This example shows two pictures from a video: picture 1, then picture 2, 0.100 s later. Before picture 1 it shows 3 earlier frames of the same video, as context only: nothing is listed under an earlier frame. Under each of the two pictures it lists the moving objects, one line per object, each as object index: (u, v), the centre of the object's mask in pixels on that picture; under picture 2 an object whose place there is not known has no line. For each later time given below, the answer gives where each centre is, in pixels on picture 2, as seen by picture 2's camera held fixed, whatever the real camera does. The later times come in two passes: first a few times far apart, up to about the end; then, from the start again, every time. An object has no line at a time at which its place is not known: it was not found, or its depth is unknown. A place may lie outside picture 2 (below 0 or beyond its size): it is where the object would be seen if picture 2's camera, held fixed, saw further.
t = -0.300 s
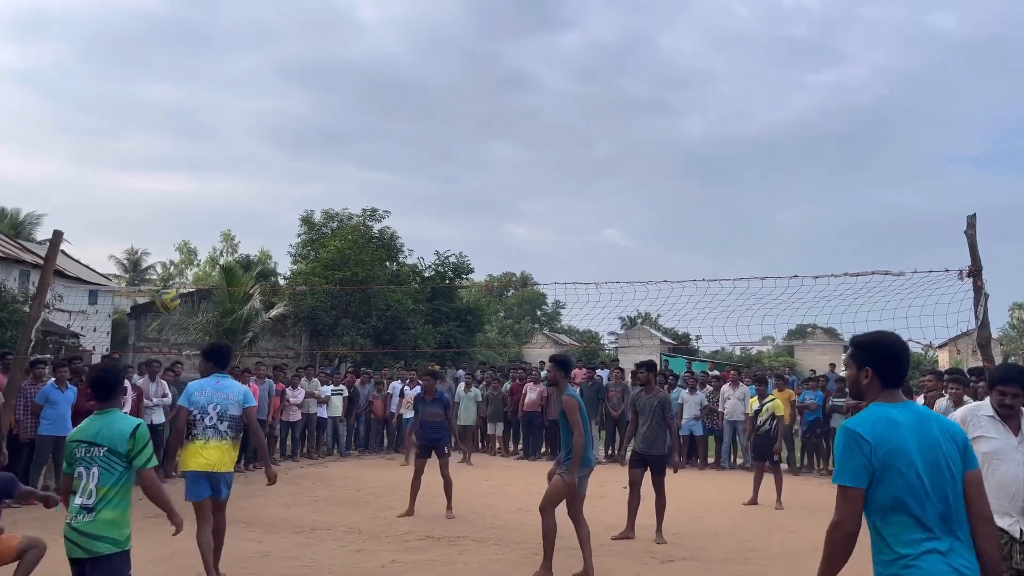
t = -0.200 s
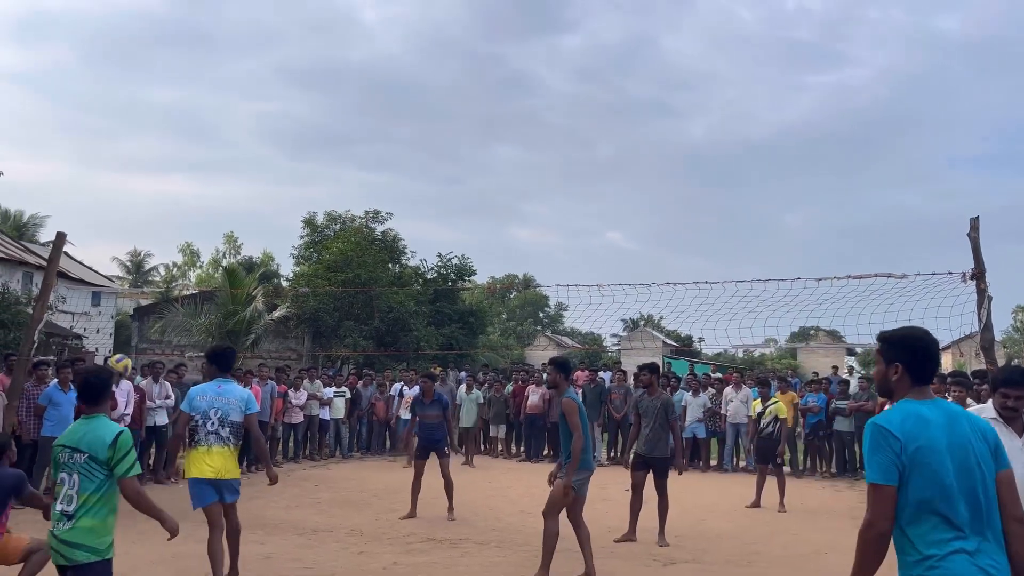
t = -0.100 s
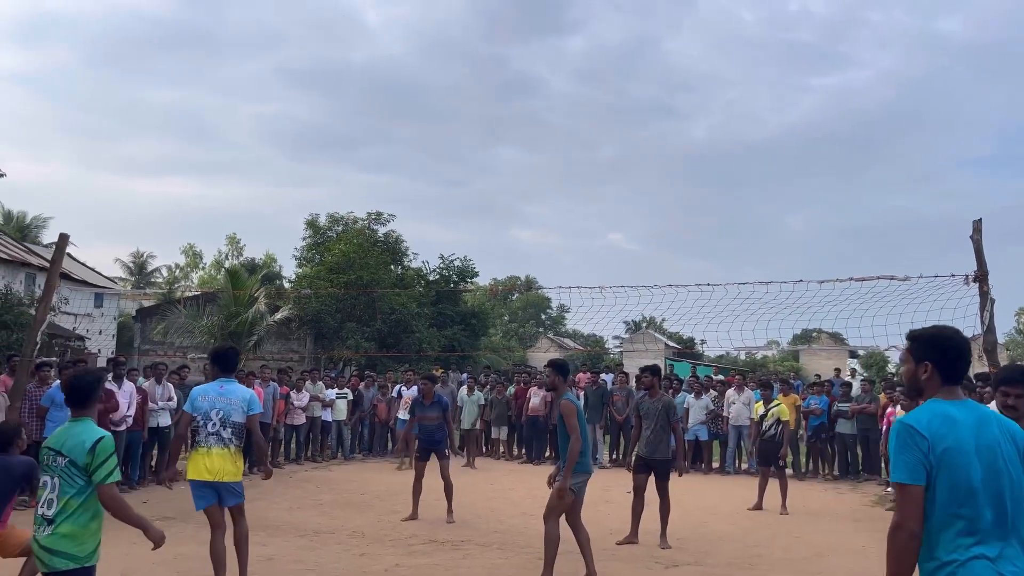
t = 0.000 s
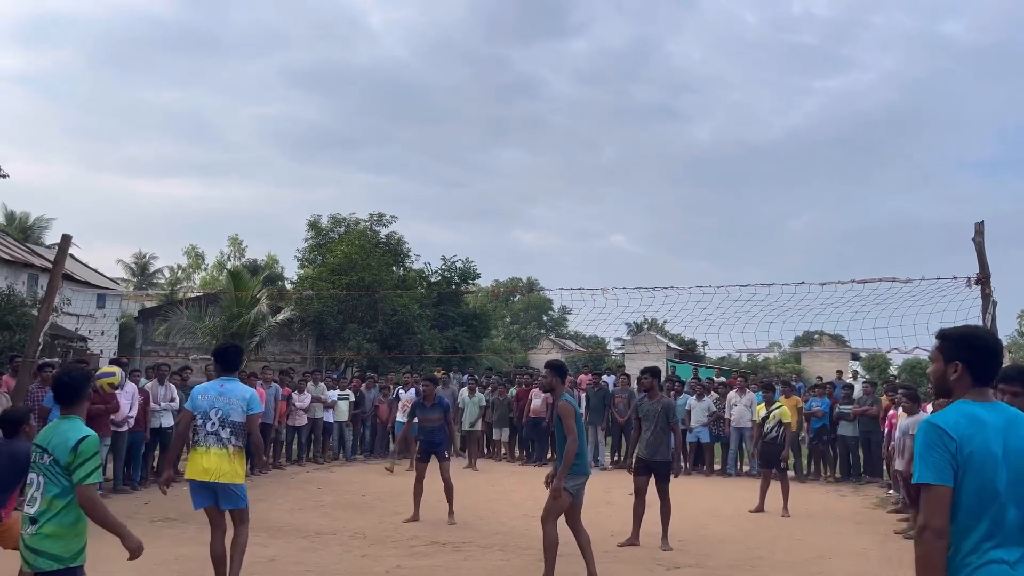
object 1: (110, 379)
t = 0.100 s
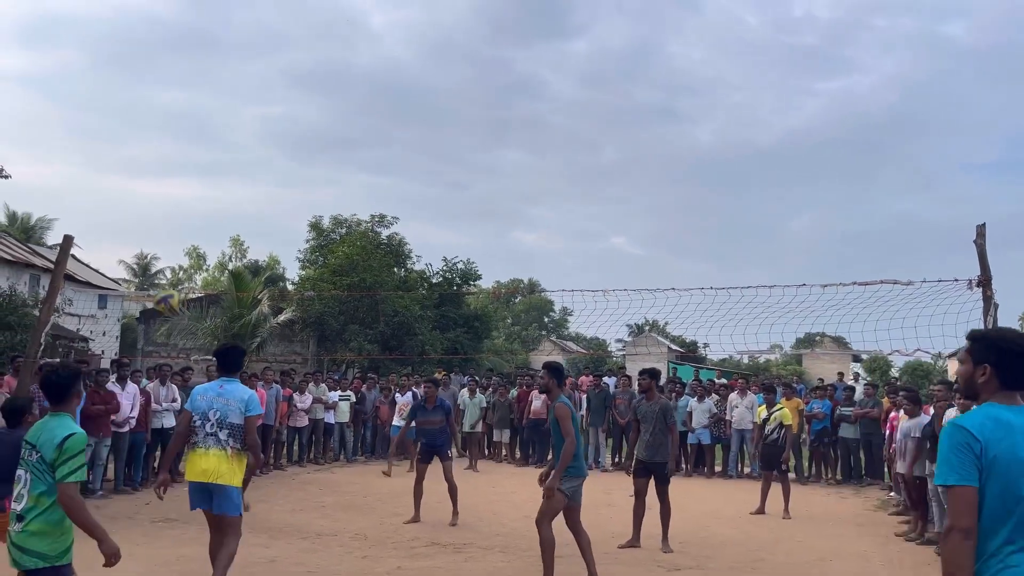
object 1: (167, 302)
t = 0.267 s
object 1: (251, 210)
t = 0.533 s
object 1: (363, 142)
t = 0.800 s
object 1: (458, 153)
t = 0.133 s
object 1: (184, 280)
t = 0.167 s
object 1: (201, 260)
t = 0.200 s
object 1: (218, 242)
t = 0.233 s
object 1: (235, 225)
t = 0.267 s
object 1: (251, 210)
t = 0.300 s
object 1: (266, 197)
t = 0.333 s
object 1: (281, 185)
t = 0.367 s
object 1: (295, 174)
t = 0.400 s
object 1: (309, 165)
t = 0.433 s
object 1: (323, 158)
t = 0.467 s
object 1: (337, 151)
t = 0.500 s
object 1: (350, 146)
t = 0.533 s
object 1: (363, 142)
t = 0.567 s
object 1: (375, 140)
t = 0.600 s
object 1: (388, 138)
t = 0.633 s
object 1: (400, 138)
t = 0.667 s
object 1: (412, 138)
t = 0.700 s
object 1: (424, 140)
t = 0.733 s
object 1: (435, 144)
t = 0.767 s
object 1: (447, 148)
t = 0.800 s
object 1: (458, 153)
